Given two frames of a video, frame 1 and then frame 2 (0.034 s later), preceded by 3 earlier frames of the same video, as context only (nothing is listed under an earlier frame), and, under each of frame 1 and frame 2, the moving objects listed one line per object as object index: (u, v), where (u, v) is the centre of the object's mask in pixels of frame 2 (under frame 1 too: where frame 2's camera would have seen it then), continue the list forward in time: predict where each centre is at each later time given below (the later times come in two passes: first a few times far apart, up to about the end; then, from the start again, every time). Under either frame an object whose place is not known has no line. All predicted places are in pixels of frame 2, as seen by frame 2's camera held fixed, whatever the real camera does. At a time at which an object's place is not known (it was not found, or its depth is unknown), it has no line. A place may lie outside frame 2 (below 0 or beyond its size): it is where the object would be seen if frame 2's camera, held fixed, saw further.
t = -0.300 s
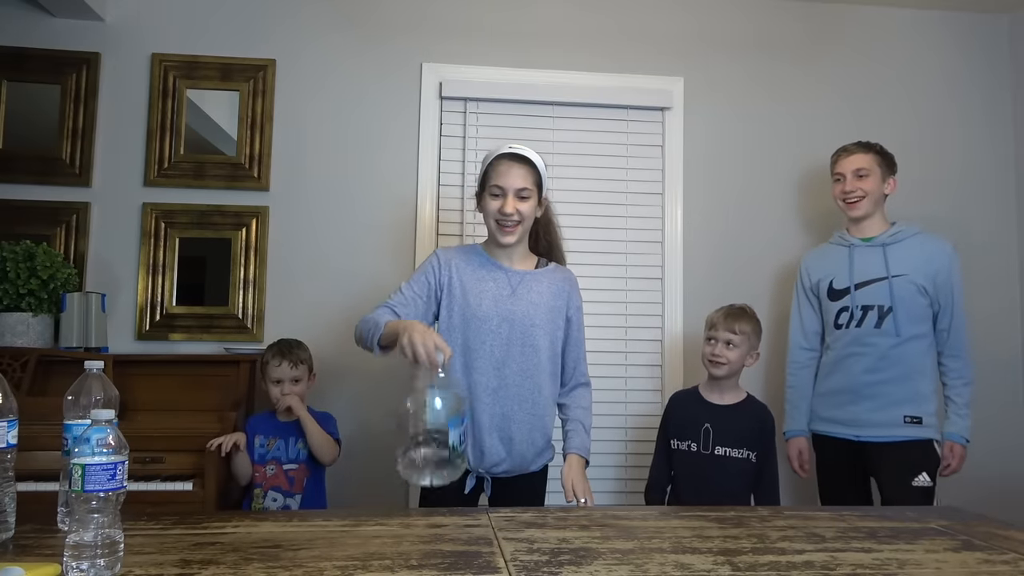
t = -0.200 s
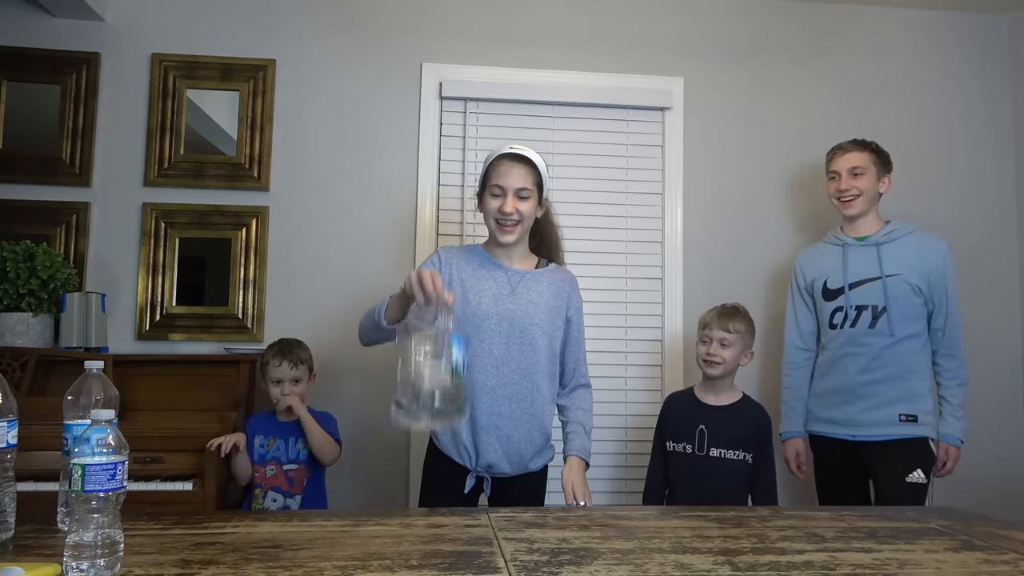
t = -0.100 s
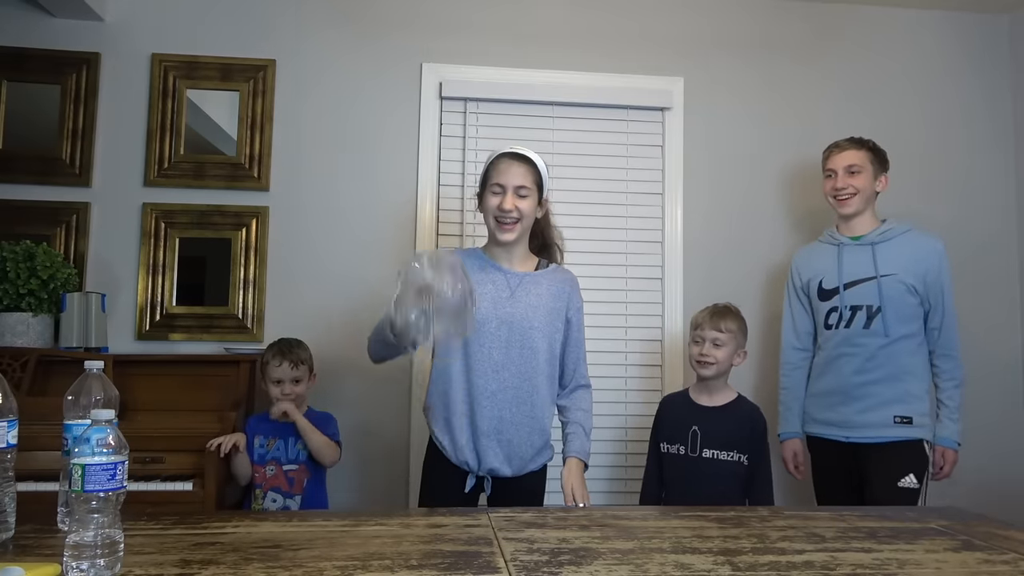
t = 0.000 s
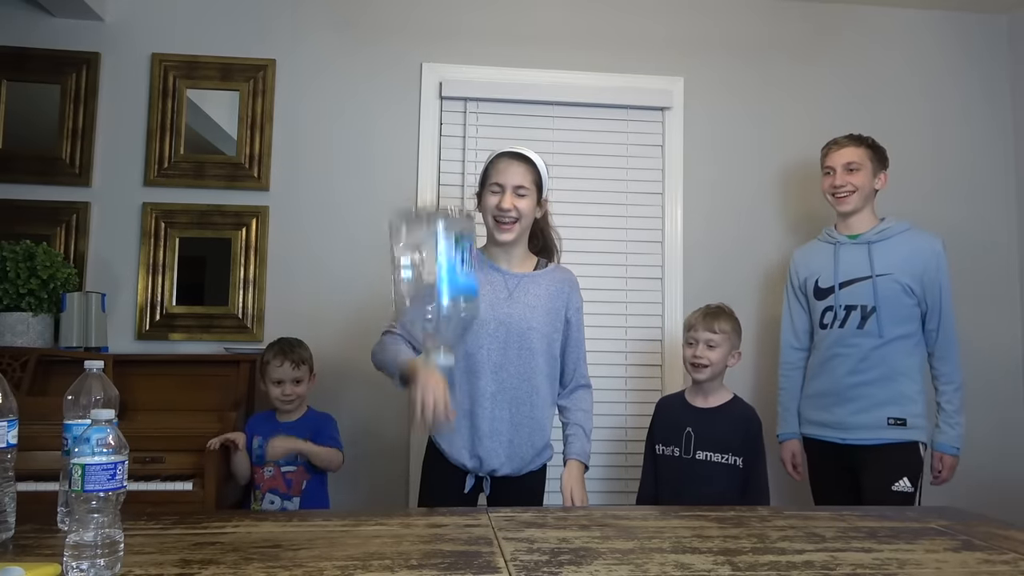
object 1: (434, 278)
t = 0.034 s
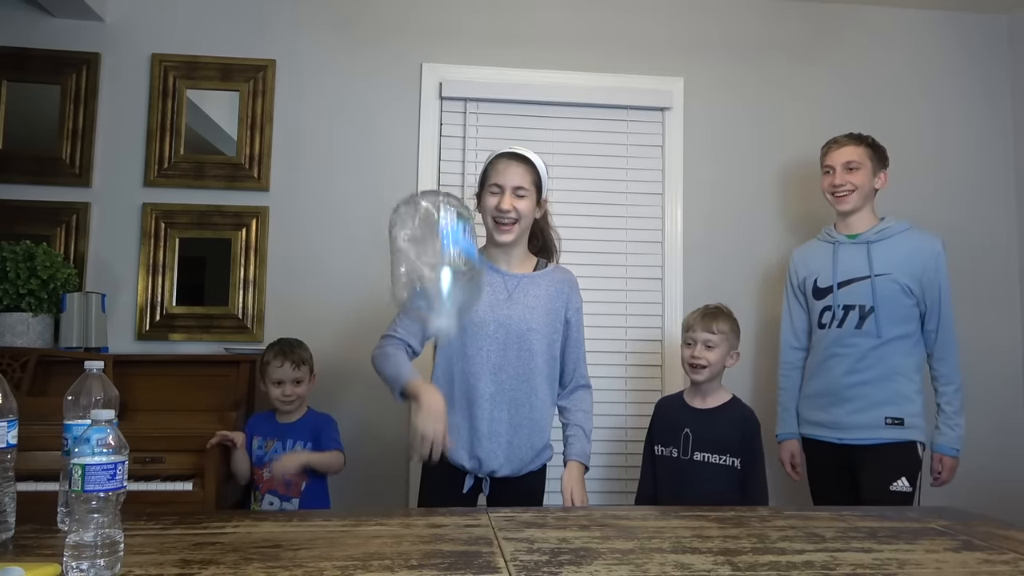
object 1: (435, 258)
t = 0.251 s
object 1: (433, 364)
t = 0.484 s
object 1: (435, 481)
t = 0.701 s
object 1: (431, 485)
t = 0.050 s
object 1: (434, 254)
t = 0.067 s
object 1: (435, 251)
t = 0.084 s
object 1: (436, 248)
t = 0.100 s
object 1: (435, 247)
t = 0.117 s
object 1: (433, 251)
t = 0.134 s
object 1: (433, 257)
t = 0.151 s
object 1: (432, 266)
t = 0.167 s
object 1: (432, 277)
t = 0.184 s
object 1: (432, 289)
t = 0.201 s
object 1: (432, 304)
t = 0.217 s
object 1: (433, 323)
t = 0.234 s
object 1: (433, 341)
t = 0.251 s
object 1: (433, 364)
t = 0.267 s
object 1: (433, 389)
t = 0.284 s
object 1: (434, 418)
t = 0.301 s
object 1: (434, 452)
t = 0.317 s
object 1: (434, 464)
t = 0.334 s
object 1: (433, 461)
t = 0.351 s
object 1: (431, 465)
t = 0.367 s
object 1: (430, 465)
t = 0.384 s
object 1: (430, 466)
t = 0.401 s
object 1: (429, 468)
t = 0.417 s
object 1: (428, 470)
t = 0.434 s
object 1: (429, 475)
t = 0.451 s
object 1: (429, 479)
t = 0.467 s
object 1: (432, 480)
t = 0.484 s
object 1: (435, 481)
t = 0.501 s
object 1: (436, 482)
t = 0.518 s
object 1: (436, 482)
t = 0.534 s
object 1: (435, 484)
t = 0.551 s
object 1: (434, 485)
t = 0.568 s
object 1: (432, 485)
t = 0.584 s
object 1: (431, 485)
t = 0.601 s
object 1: (431, 485)
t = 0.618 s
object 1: (431, 485)
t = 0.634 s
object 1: (431, 485)
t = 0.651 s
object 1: (431, 485)
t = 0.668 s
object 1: (431, 485)
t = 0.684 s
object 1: (431, 485)
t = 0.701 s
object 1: (431, 485)
